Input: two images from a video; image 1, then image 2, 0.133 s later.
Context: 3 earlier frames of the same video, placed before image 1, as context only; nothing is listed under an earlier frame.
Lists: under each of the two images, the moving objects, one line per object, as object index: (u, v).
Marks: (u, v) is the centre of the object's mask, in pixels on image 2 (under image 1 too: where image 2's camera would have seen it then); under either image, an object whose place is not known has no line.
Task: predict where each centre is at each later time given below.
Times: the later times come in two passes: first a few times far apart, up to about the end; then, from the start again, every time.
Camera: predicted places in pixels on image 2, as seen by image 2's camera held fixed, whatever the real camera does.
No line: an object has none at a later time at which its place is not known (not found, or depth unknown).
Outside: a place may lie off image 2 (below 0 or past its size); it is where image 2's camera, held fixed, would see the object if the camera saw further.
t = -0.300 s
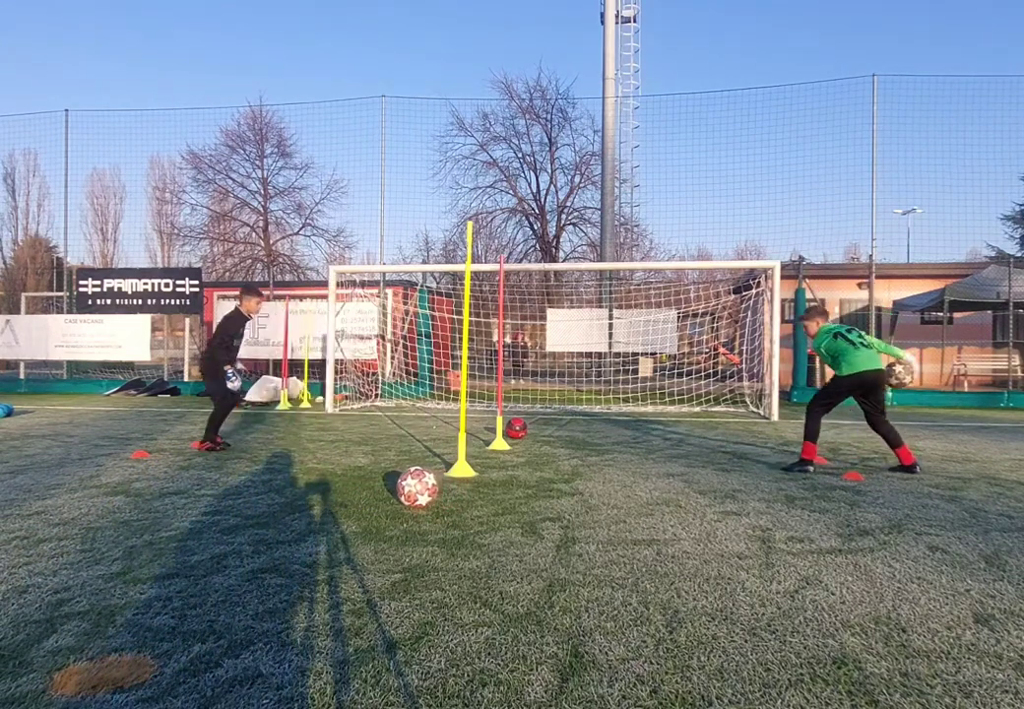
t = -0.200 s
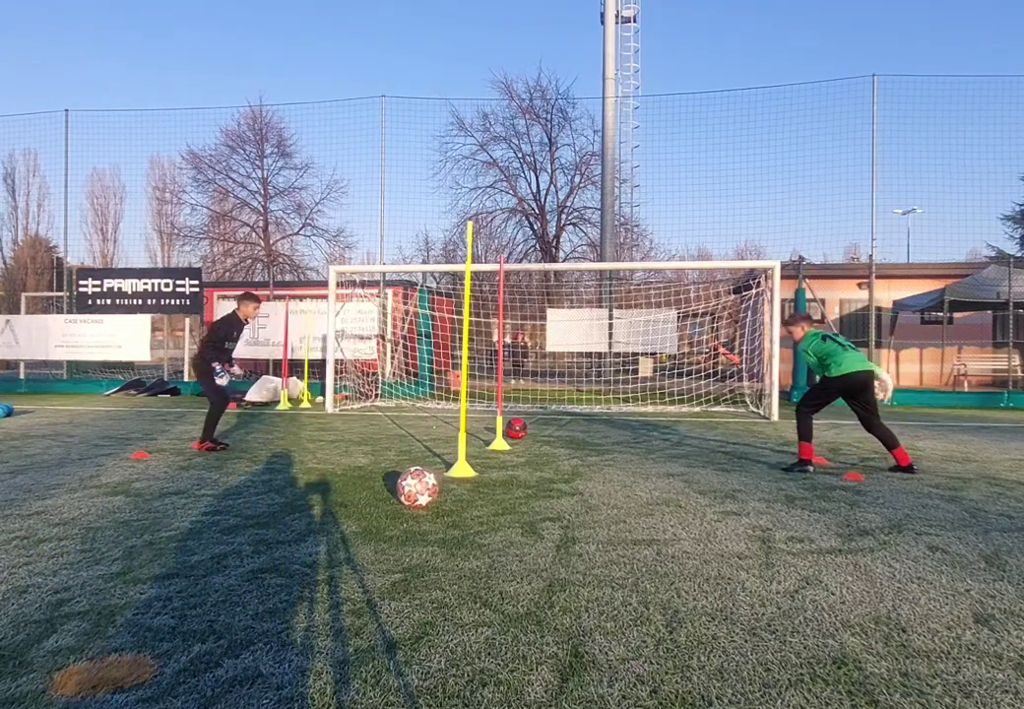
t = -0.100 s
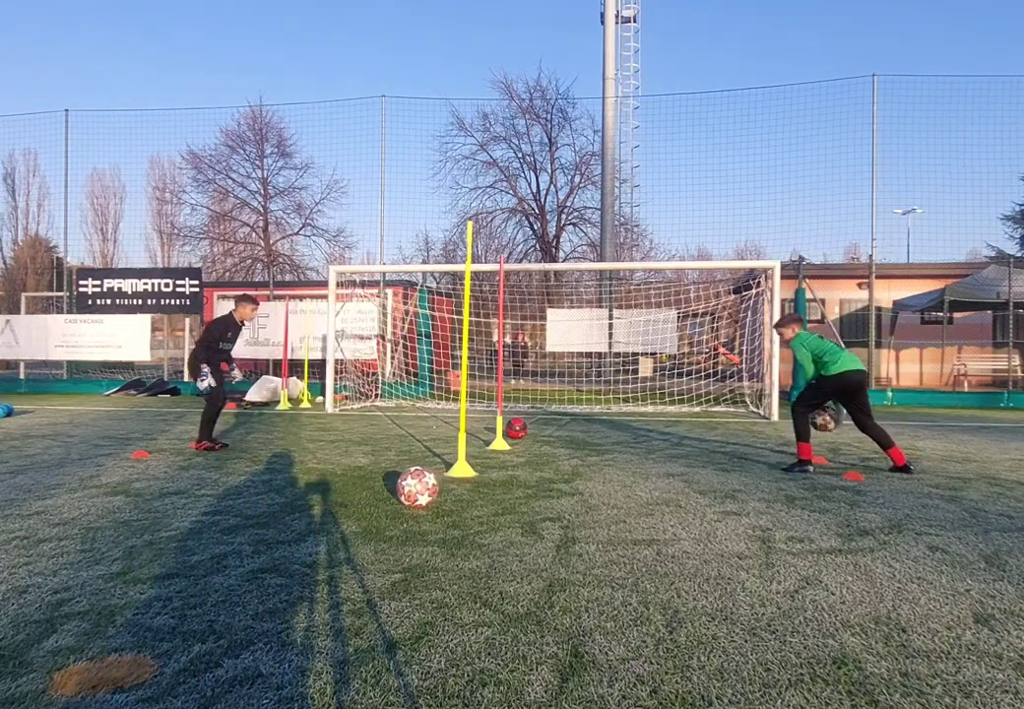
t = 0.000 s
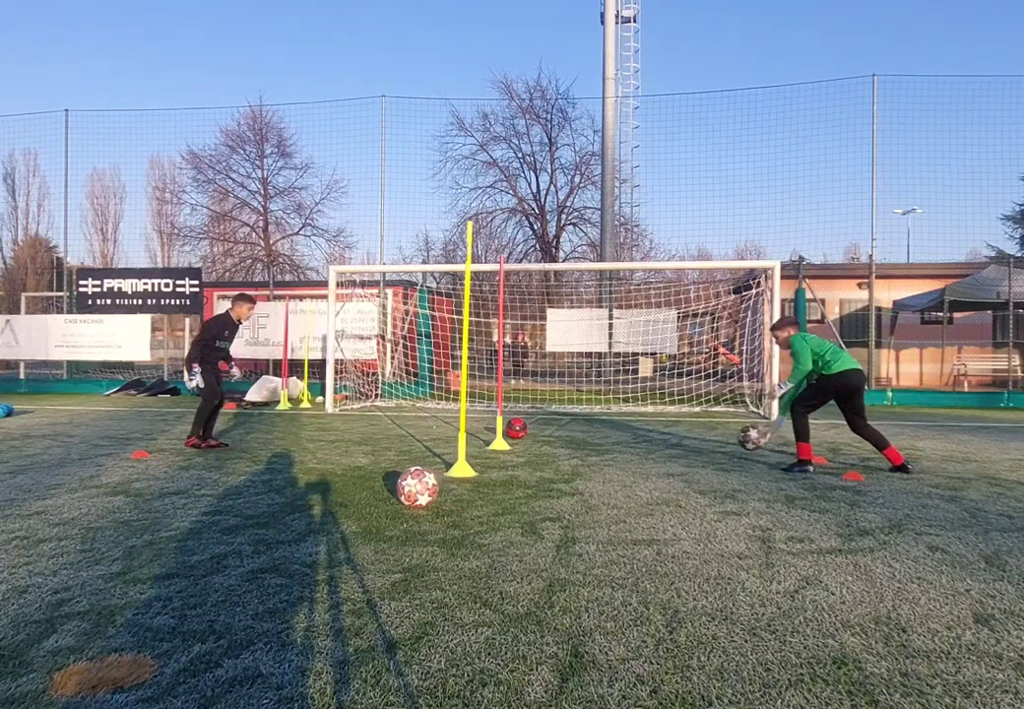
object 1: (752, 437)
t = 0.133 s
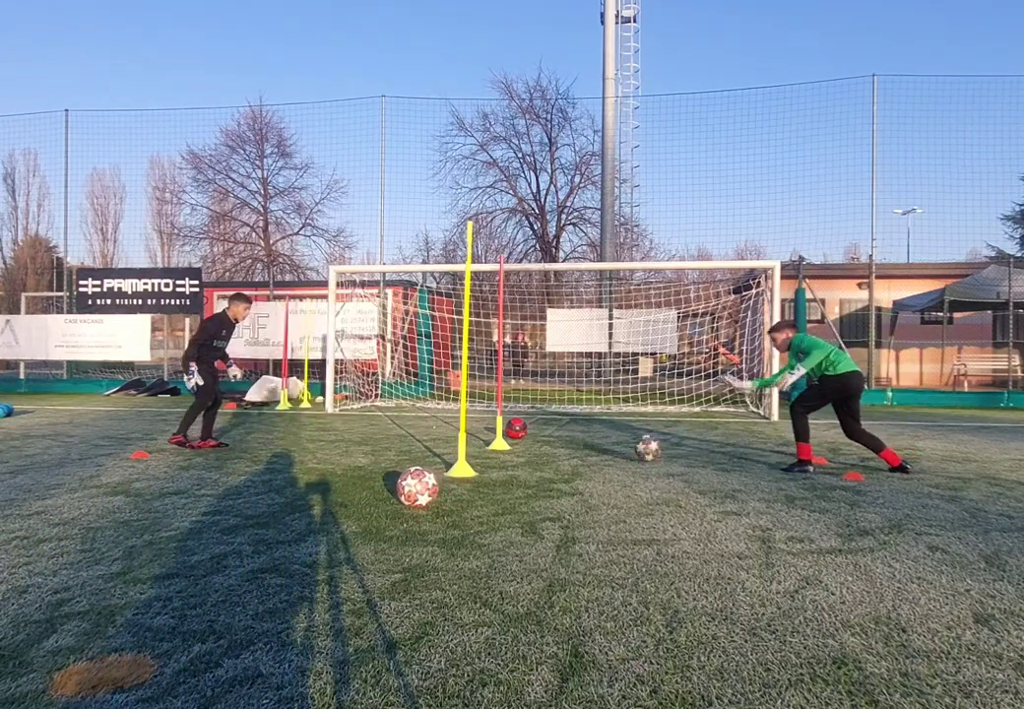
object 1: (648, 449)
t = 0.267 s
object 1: (560, 435)
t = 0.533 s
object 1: (404, 437)
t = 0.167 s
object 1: (625, 443)
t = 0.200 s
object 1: (603, 439)
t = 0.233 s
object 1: (582, 436)
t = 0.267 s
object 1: (560, 435)
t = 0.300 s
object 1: (538, 435)
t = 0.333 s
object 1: (516, 435)
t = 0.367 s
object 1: (494, 440)
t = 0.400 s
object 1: (476, 445)
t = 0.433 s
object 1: (451, 448)
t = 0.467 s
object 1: (437, 442)
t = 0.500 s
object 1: (420, 438)
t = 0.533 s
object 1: (404, 437)
